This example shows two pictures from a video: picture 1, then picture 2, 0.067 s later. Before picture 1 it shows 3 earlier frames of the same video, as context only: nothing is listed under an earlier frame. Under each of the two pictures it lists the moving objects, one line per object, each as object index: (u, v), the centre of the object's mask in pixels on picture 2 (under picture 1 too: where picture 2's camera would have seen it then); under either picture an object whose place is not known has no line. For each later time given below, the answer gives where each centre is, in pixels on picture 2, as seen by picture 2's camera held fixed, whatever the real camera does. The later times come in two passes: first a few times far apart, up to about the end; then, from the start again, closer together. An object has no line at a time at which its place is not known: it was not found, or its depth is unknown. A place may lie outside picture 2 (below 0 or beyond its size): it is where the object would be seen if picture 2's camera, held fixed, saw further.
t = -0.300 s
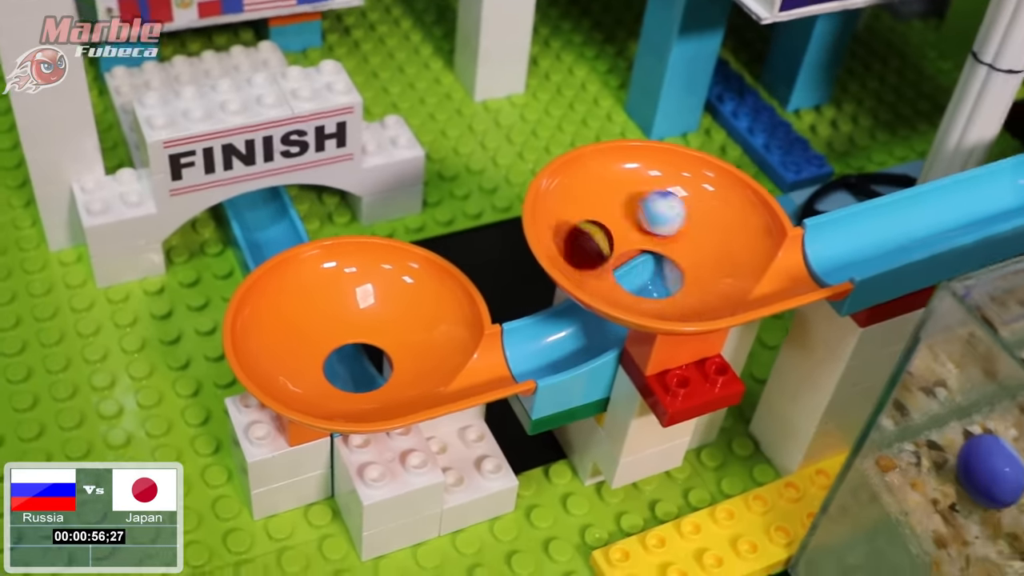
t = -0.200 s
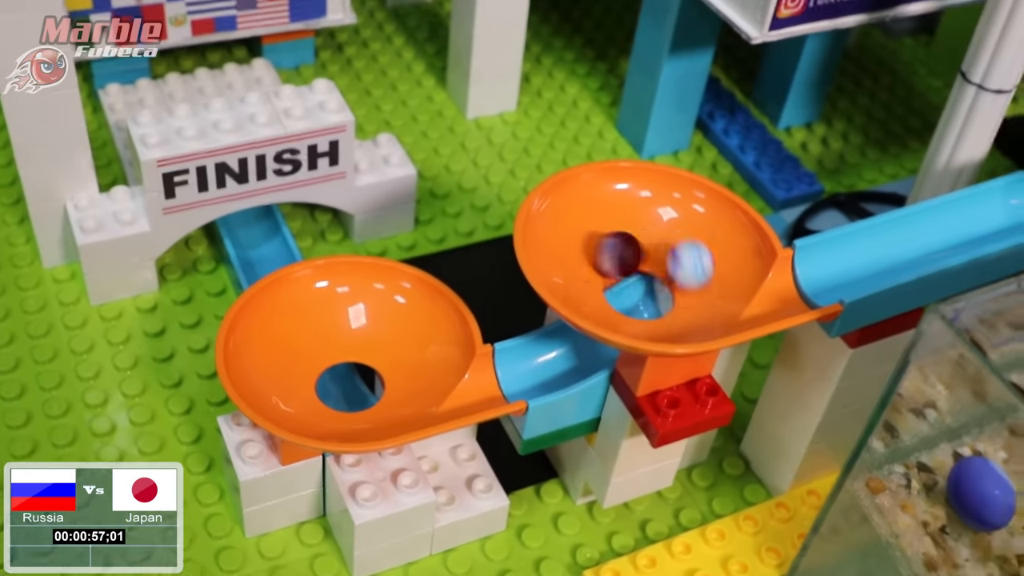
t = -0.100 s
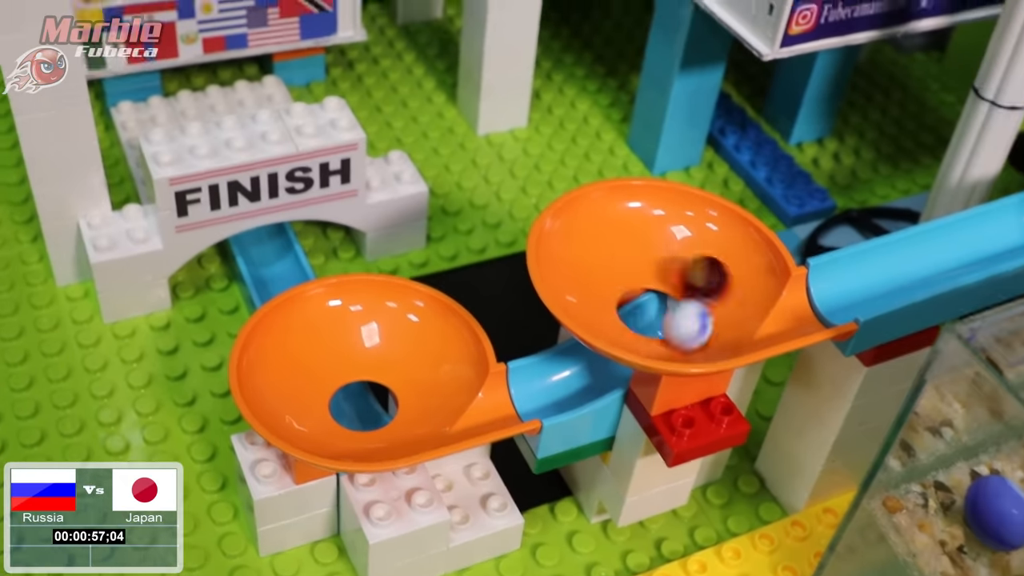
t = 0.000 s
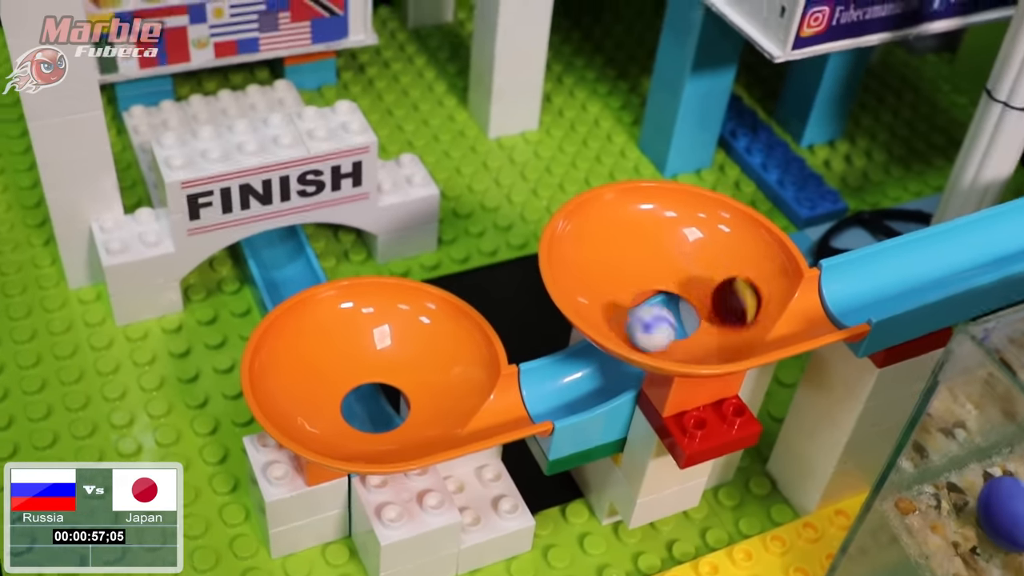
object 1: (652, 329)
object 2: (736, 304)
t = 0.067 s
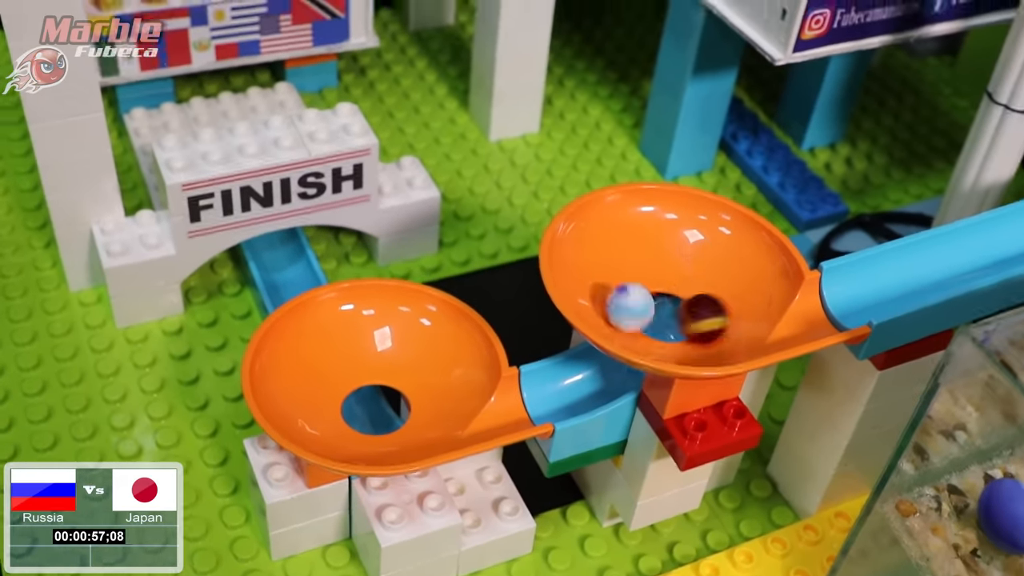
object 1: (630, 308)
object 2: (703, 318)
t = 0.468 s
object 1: (688, 331)
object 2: (722, 294)
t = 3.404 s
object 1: (527, 403)
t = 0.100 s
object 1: (628, 294)
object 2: (677, 320)
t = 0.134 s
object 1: (632, 279)
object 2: (652, 315)
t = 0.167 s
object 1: (643, 266)
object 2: (630, 306)
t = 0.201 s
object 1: (656, 259)
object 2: (615, 294)
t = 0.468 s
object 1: (688, 331)
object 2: (722, 294)
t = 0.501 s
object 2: (732, 301)
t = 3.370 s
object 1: (550, 383)
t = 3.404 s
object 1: (527, 403)
